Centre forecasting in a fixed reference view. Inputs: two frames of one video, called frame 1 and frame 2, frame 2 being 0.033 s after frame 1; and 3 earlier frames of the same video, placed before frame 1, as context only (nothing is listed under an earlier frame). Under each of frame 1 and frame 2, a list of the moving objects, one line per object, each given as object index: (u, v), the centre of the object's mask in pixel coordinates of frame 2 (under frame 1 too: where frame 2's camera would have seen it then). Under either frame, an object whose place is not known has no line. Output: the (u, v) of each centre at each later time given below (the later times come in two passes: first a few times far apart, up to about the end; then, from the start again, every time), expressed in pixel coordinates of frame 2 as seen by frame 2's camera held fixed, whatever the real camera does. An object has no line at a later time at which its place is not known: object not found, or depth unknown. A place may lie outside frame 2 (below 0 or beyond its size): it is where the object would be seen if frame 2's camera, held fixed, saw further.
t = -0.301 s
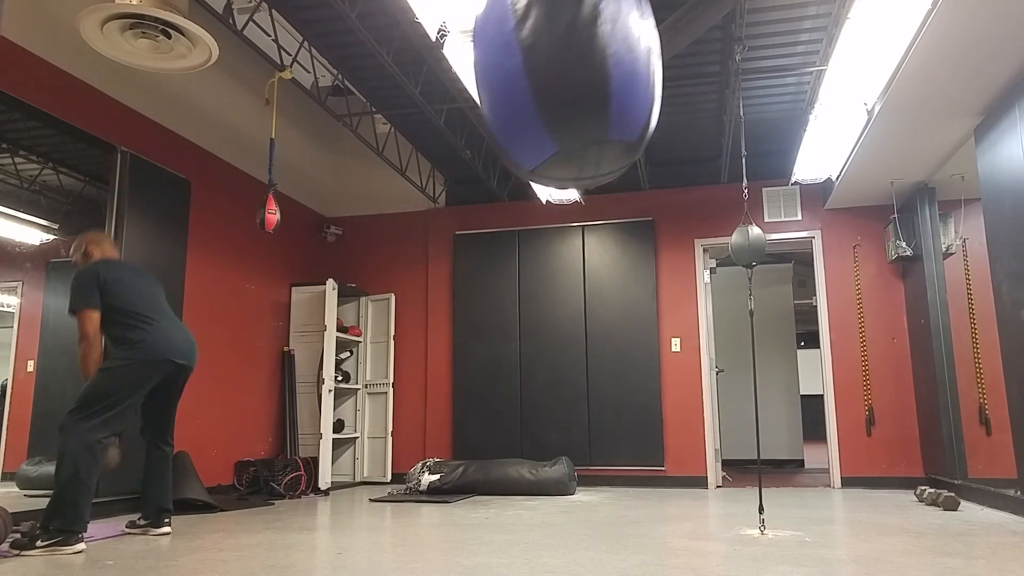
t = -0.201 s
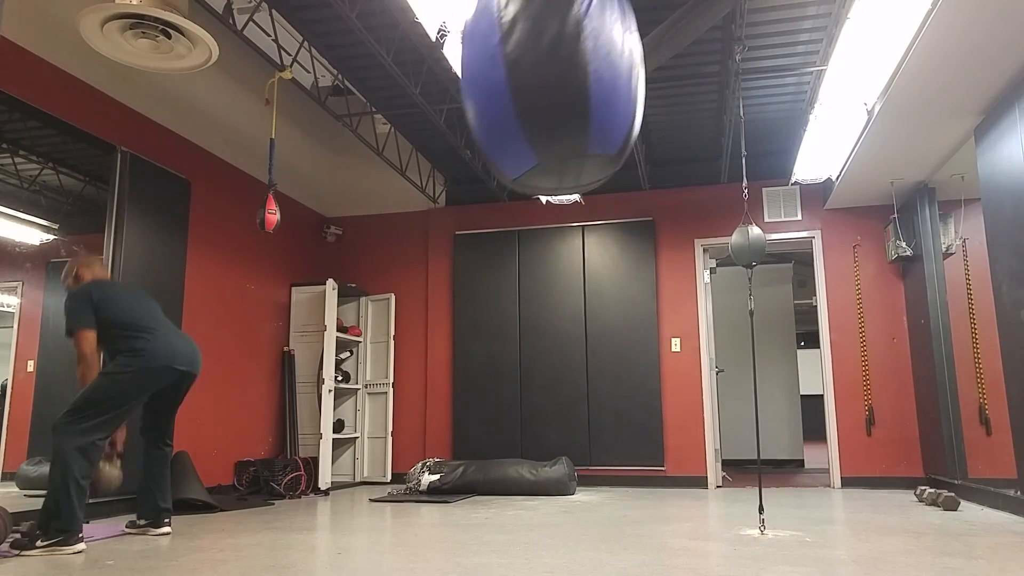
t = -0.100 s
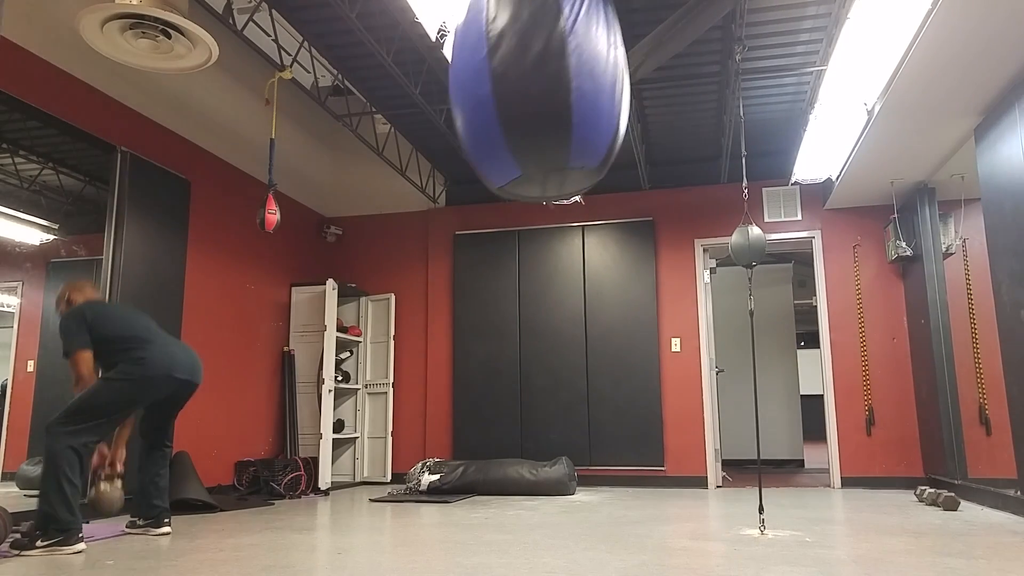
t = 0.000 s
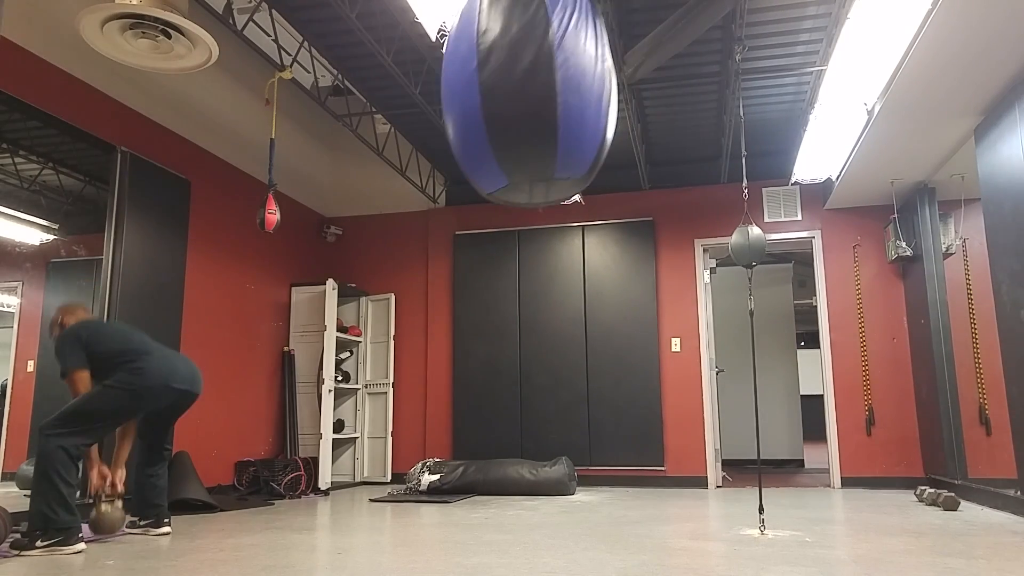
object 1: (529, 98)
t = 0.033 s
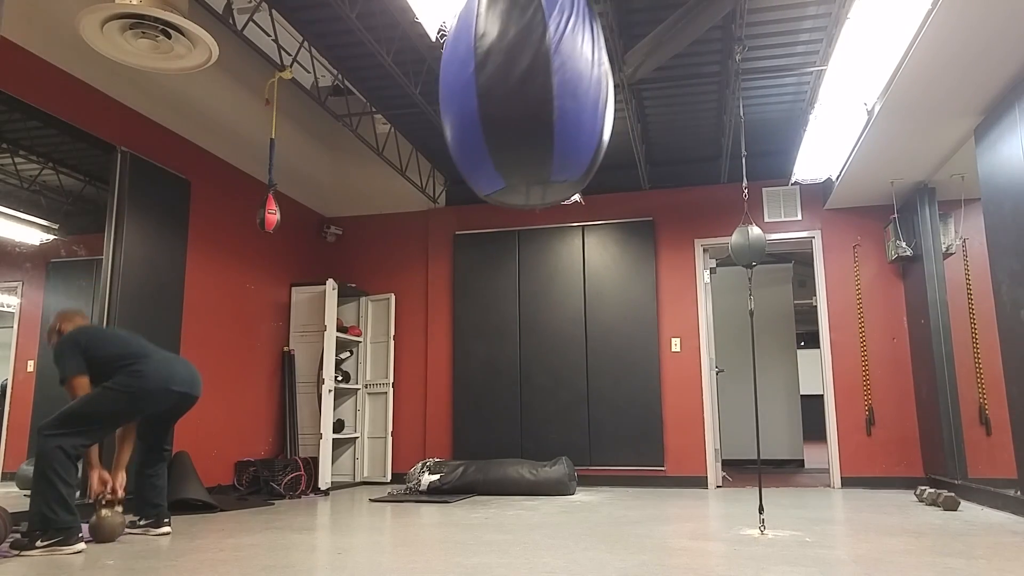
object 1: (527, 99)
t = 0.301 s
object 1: (520, 104)
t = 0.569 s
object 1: (535, 104)
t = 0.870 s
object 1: (572, 98)
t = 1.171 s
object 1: (605, 85)
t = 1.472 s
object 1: (608, 79)
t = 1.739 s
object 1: (579, 85)
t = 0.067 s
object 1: (525, 100)
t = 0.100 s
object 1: (523, 101)
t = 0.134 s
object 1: (521, 101)
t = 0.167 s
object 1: (520, 102)
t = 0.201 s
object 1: (519, 102)
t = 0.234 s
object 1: (519, 103)
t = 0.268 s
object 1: (519, 104)
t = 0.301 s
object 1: (520, 104)
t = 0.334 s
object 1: (521, 104)
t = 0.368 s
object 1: (521, 104)
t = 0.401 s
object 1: (523, 104)
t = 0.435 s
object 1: (525, 104)
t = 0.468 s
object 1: (528, 105)
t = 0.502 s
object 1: (530, 105)
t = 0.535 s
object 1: (533, 105)
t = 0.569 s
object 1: (535, 104)
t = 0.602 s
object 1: (539, 104)
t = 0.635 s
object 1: (542, 104)
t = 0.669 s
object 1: (547, 103)
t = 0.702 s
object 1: (550, 102)
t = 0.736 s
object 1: (554, 102)
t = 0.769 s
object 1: (559, 102)
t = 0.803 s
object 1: (564, 101)
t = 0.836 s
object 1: (568, 100)
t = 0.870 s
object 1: (572, 98)
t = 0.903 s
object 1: (576, 97)
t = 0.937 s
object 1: (581, 95)
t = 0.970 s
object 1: (586, 94)
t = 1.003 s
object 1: (590, 93)
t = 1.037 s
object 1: (594, 91)
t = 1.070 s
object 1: (596, 90)
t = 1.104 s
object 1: (600, 88)
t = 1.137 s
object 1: (602, 87)
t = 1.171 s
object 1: (605, 85)
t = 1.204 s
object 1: (607, 84)
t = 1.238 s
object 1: (610, 84)
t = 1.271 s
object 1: (611, 83)
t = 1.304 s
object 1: (610, 80)
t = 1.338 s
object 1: (612, 80)
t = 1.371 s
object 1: (610, 79)
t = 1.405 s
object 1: (609, 79)
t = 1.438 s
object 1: (609, 79)
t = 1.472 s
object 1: (608, 79)
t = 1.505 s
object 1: (605, 79)
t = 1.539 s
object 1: (601, 79)
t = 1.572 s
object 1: (599, 79)
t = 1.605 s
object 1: (596, 81)
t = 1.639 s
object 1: (592, 81)
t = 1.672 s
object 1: (588, 82)
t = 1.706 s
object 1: (583, 83)
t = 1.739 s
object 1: (579, 85)
